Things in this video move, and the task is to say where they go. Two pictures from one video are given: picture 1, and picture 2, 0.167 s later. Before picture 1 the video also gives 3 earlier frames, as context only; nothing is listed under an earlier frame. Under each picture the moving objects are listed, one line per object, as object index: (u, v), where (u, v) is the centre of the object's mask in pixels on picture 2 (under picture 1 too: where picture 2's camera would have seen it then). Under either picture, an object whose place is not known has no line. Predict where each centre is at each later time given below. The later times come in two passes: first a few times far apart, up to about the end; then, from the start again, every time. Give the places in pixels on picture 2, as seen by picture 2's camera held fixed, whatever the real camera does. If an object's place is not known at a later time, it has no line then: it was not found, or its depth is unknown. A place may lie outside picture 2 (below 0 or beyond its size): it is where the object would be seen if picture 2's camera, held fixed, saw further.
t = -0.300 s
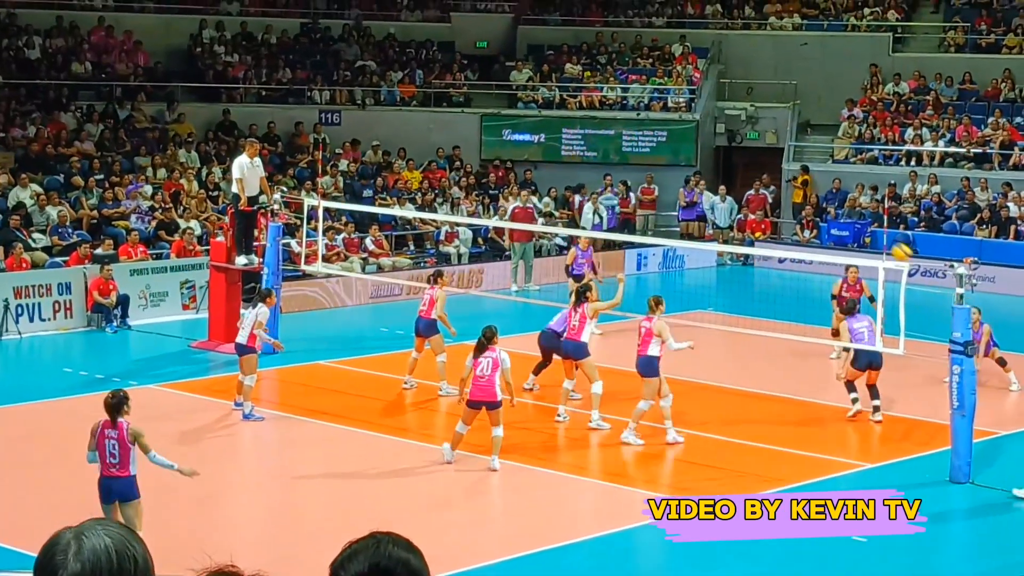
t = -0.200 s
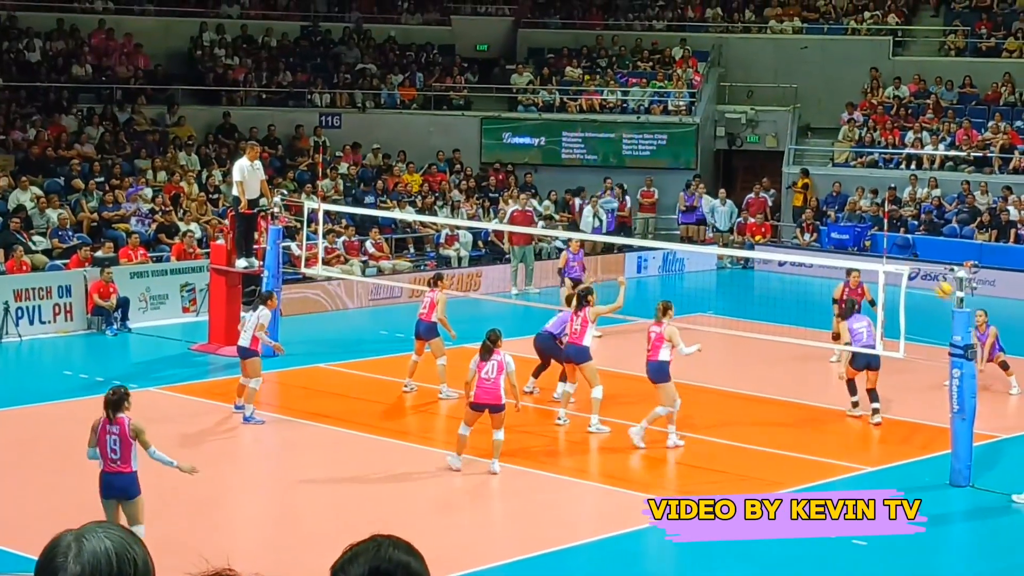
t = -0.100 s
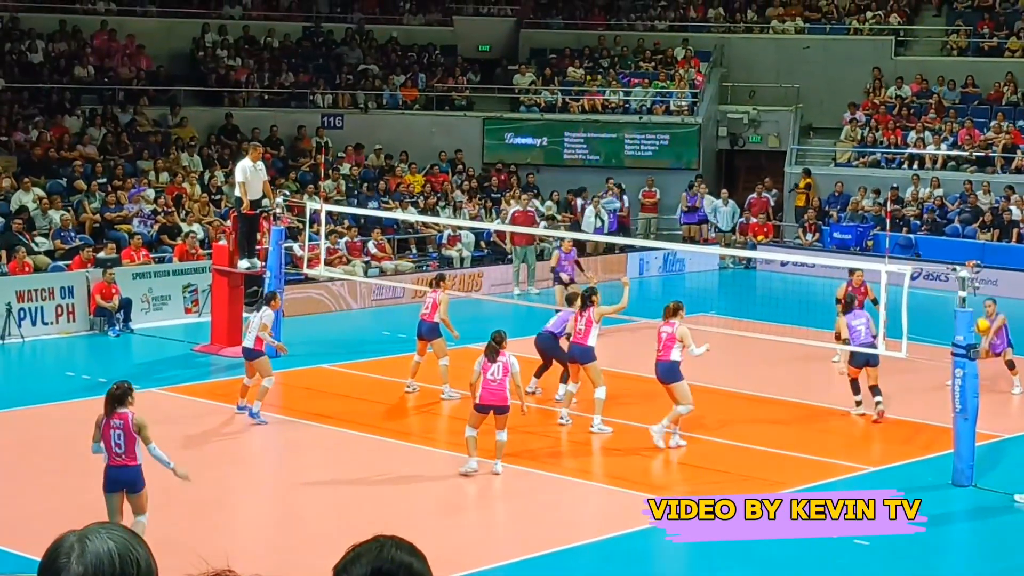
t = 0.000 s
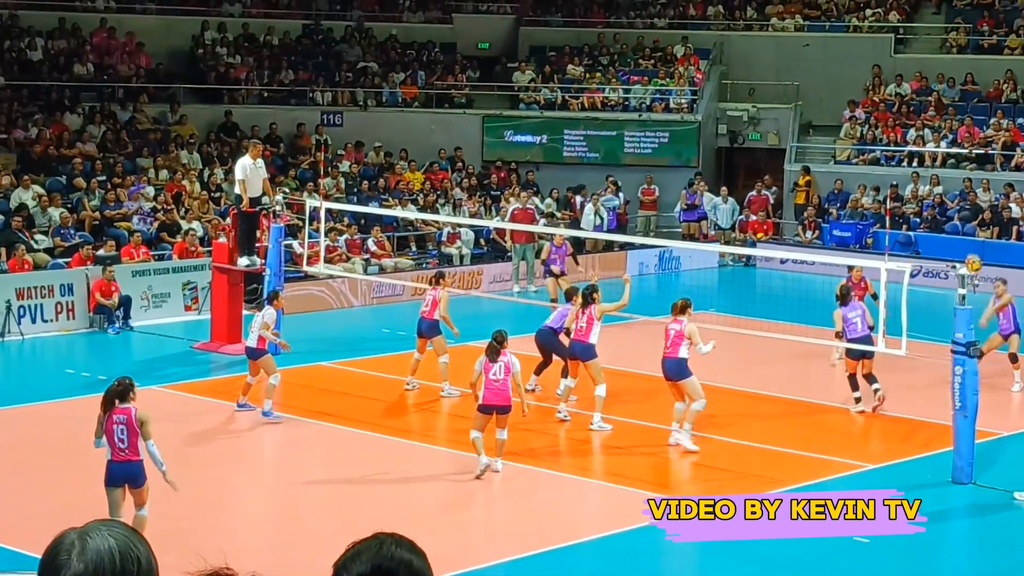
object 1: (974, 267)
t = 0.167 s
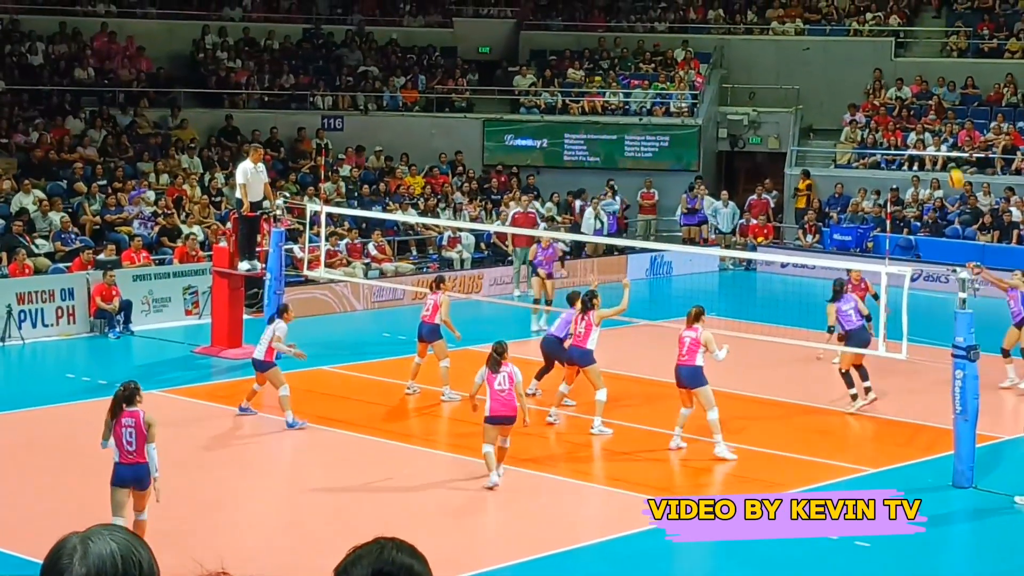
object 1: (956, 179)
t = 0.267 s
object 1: (946, 135)
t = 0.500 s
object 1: (919, 64)
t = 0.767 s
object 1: (887, 31)
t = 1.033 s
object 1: (851, 51)
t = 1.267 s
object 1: (817, 111)
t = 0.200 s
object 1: (954, 165)
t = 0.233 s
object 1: (950, 150)
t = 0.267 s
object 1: (946, 135)
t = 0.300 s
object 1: (942, 123)
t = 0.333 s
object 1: (939, 112)
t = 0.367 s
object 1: (935, 101)
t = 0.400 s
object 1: (931, 90)
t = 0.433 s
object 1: (927, 80)
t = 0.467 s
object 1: (923, 72)
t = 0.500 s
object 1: (919, 64)
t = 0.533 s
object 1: (915, 57)
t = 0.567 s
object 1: (911, 50)
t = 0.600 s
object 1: (907, 46)
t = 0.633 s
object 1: (903, 41)
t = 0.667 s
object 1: (899, 38)
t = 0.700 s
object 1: (894, 35)
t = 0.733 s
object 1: (890, 32)
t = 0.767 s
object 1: (887, 31)
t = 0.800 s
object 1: (882, 30)
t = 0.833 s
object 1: (878, 30)
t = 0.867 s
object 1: (874, 31)
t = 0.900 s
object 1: (869, 34)
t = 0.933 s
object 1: (864, 36)
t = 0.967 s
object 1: (860, 40)
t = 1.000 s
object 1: (855, 45)
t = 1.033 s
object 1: (851, 51)
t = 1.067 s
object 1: (846, 57)
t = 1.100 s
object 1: (841, 64)
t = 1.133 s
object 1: (836, 71)
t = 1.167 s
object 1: (832, 81)
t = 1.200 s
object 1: (827, 90)
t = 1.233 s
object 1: (823, 101)
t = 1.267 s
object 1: (817, 111)
